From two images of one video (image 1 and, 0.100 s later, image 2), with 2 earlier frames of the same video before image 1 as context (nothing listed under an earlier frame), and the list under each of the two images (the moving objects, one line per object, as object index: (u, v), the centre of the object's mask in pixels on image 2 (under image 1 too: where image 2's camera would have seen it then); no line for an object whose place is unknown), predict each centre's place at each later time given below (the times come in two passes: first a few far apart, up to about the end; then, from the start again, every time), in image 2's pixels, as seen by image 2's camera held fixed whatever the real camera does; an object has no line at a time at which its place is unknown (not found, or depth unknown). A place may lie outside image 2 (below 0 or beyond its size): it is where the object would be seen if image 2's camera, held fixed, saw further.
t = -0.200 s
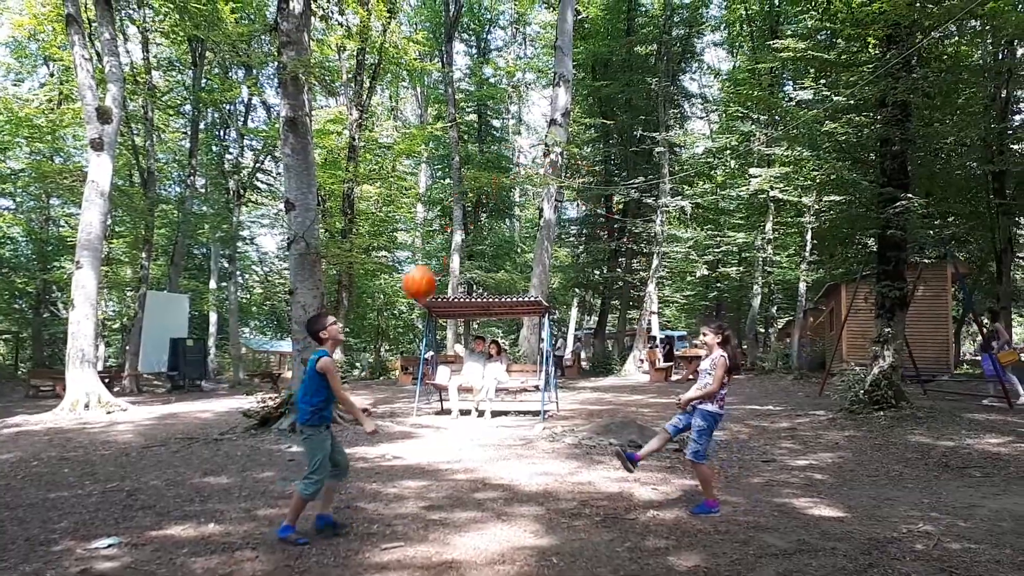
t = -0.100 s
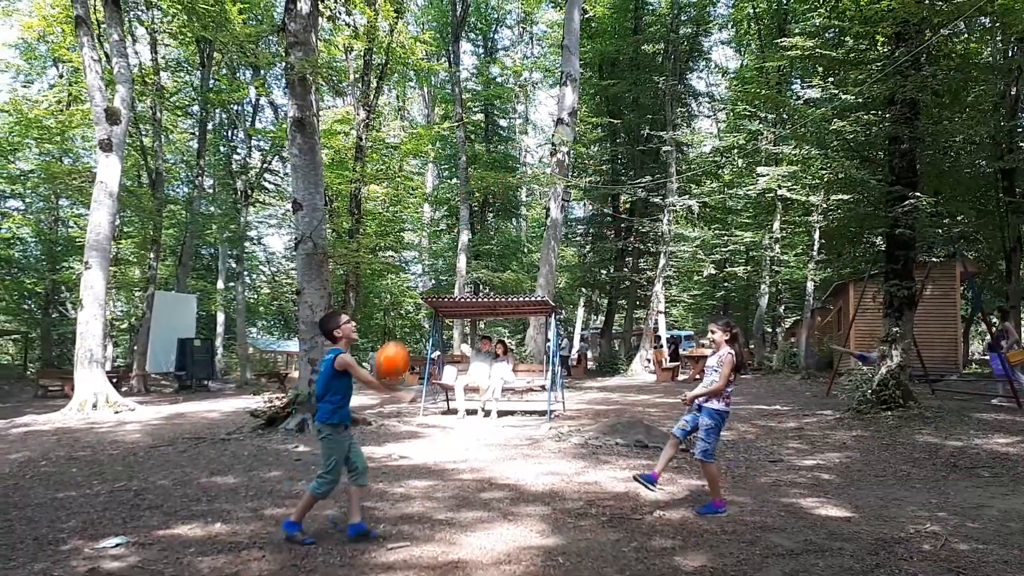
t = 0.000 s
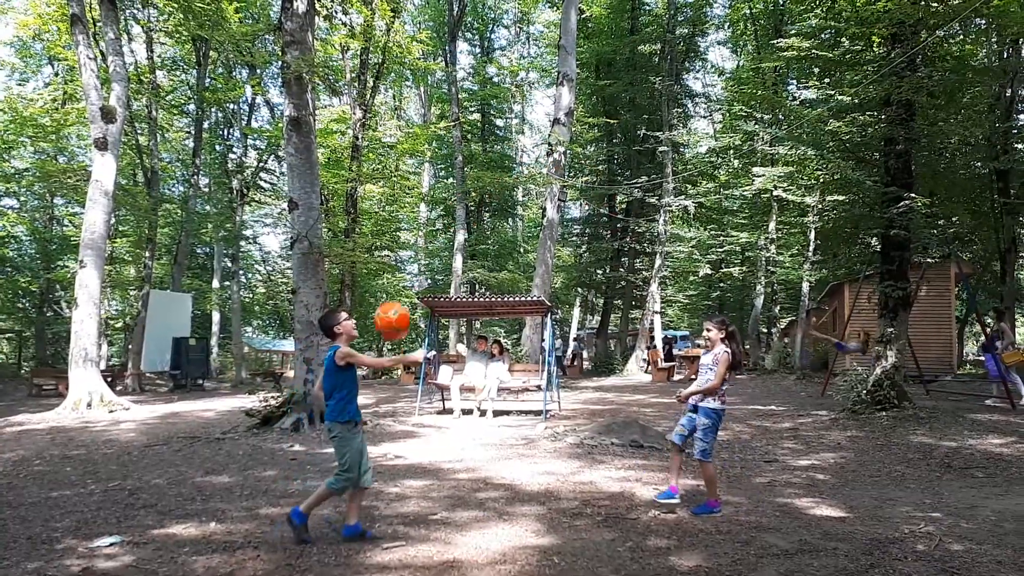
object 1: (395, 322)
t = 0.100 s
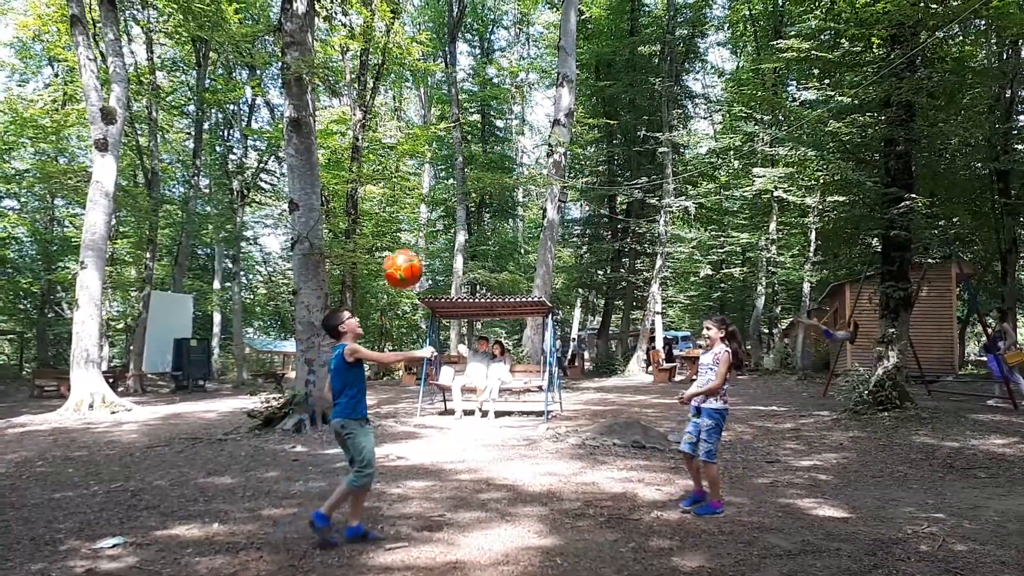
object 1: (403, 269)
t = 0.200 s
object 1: (412, 231)
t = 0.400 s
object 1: (432, 198)
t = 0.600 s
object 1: (456, 268)
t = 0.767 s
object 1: (486, 504)
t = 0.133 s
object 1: (405, 256)
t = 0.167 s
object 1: (409, 242)
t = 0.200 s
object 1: (412, 231)
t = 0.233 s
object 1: (416, 220)
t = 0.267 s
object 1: (418, 212)
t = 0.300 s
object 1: (422, 205)
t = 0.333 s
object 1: (425, 199)
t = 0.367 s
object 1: (429, 198)
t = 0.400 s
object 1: (432, 198)
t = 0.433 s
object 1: (436, 201)
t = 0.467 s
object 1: (440, 206)
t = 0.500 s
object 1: (445, 215)
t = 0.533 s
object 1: (449, 228)
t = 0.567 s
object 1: (451, 245)
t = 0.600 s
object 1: (456, 268)
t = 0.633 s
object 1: (462, 297)
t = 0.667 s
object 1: (466, 332)
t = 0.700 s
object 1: (474, 376)
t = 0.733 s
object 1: (480, 436)
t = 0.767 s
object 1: (486, 504)
